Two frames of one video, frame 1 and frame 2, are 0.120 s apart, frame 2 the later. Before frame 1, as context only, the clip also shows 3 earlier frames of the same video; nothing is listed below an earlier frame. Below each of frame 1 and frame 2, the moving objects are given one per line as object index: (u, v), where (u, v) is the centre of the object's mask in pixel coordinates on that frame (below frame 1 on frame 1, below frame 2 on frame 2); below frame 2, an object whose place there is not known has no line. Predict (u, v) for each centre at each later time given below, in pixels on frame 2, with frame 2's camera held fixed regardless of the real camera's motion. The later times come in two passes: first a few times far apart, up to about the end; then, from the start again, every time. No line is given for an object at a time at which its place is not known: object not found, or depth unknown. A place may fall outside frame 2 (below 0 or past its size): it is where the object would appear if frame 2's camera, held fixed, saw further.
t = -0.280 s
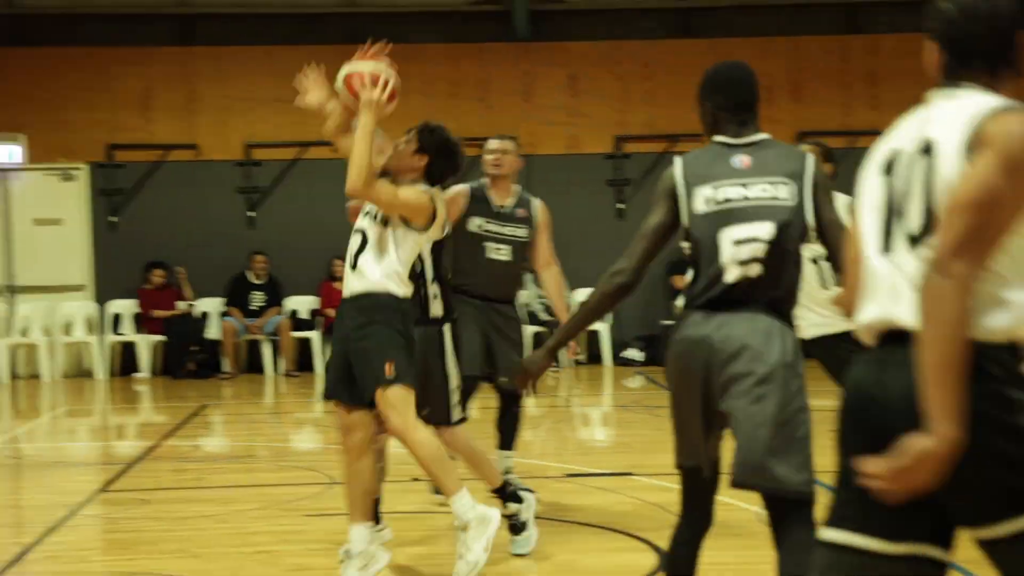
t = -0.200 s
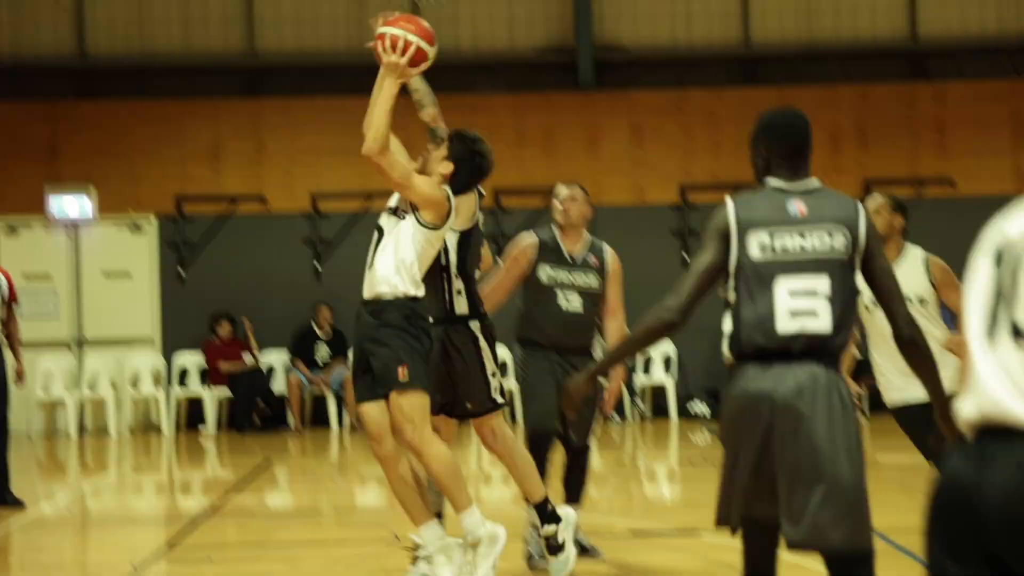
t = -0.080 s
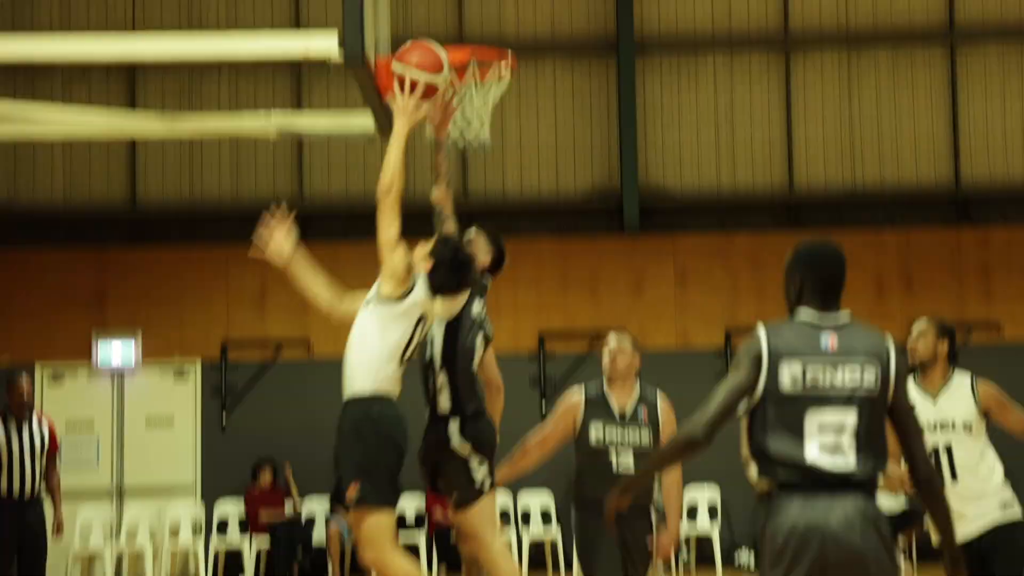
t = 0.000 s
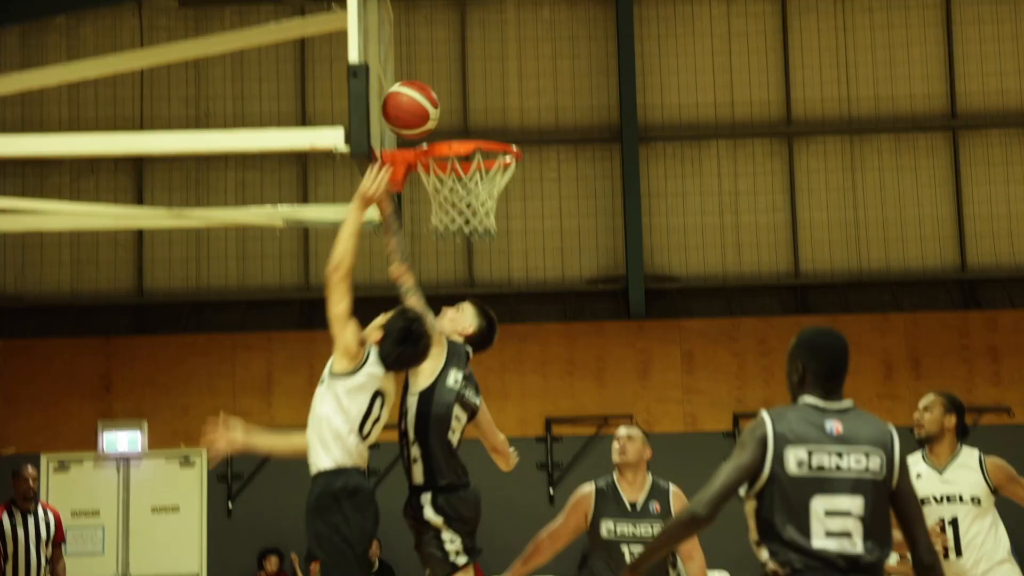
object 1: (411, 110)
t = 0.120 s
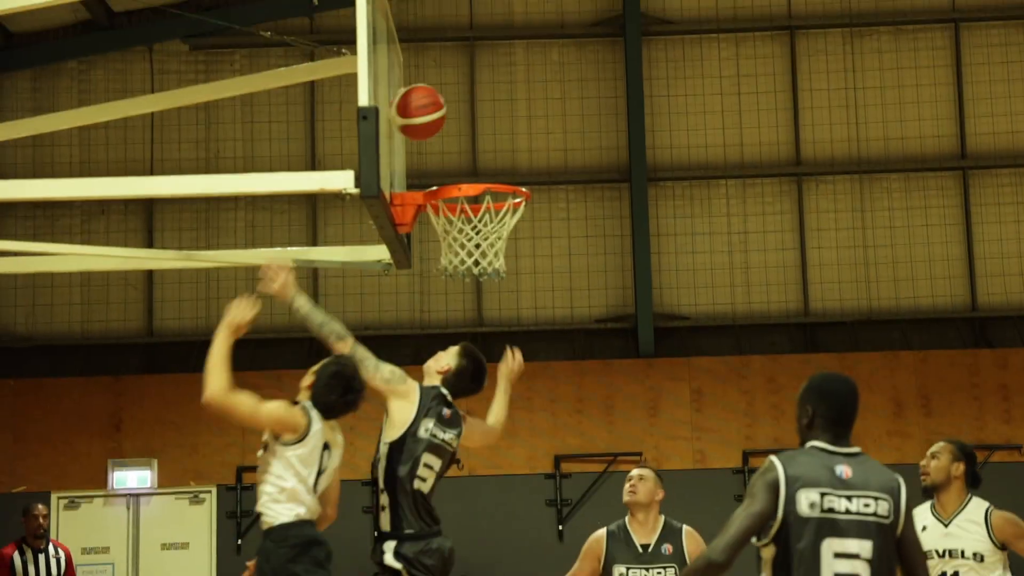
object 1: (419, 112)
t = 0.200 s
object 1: (433, 106)
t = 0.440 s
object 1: (471, 168)
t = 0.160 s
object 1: (425, 108)
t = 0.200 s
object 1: (433, 106)
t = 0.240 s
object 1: (440, 110)
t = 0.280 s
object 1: (446, 116)
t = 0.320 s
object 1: (452, 126)
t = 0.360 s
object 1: (459, 140)
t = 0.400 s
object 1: (464, 156)
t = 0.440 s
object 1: (471, 168)
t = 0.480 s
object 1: (480, 198)
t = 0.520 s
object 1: (483, 219)
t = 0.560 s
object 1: (489, 247)
